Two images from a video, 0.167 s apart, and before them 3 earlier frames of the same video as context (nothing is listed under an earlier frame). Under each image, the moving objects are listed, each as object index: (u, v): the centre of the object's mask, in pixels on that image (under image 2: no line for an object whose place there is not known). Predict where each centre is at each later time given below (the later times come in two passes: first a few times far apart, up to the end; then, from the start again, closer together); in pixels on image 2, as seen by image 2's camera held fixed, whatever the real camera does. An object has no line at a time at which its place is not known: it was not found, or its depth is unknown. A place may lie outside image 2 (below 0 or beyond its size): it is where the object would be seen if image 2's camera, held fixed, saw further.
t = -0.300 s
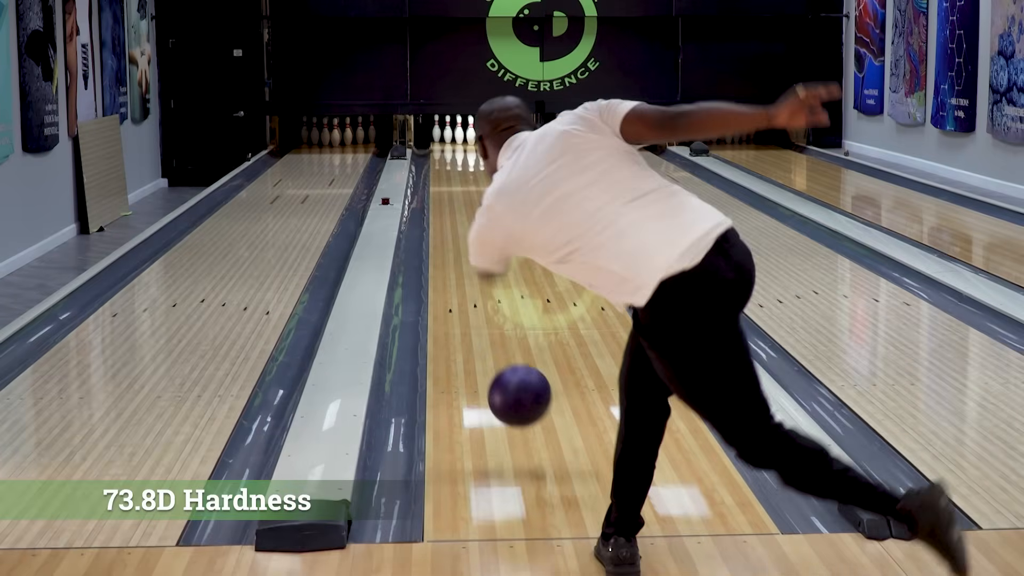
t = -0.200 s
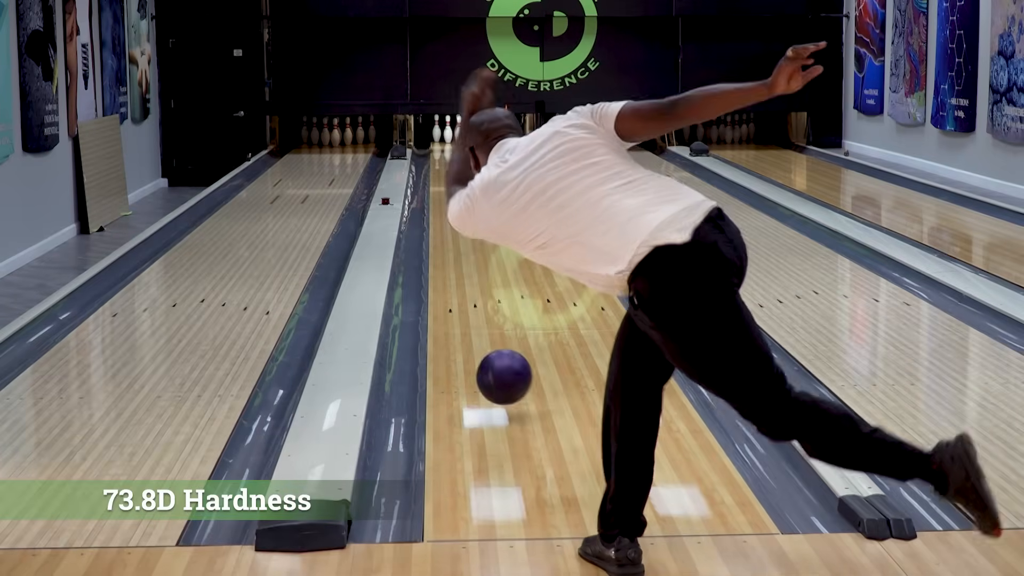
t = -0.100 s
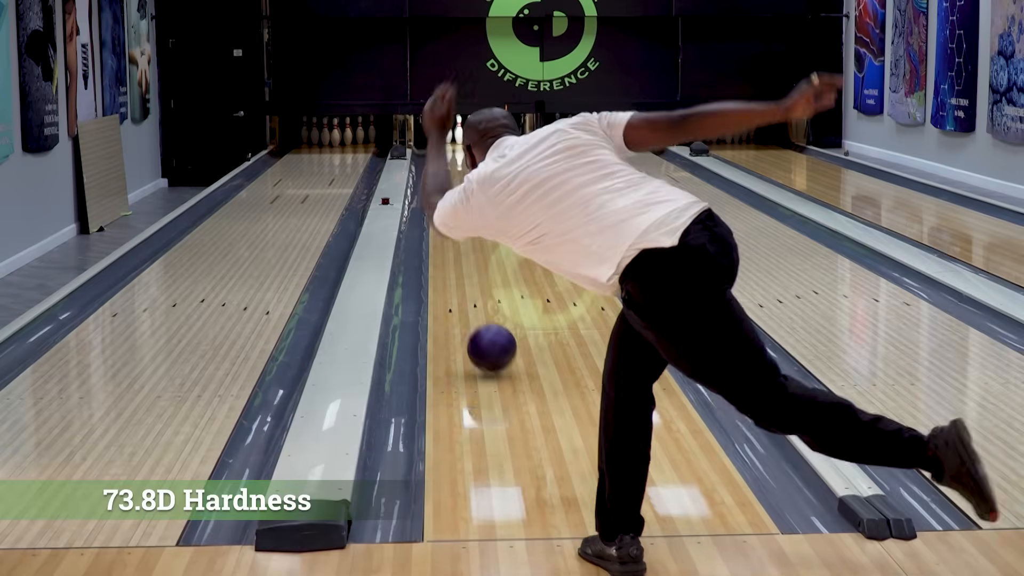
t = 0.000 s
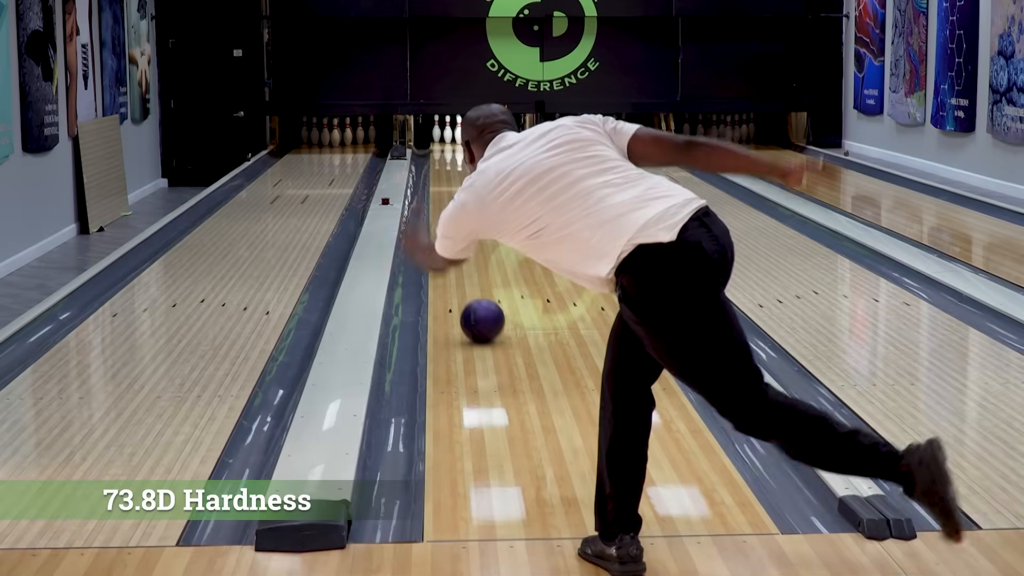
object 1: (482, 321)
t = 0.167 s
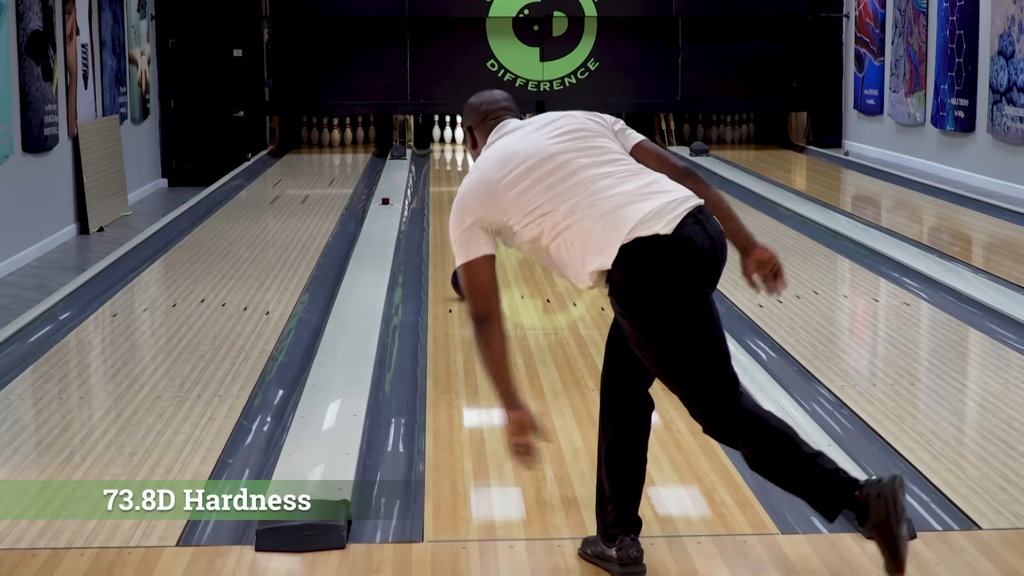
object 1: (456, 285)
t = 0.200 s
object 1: (458, 278)
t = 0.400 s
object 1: (459, 240)
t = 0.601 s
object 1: (452, 215)
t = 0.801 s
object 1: (448, 195)
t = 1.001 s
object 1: (446, 180)
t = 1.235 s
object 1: (446, 166)
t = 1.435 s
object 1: (448, 155)
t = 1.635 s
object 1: (452, 147)
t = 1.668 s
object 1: (453, 146)
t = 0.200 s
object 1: (458, 278)
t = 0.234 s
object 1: (461, 270)
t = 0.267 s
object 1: (463, 262)
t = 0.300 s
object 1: (463, 256)
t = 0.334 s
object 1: (462, 250)
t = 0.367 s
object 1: (460, 245)
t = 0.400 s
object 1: (459, 240)
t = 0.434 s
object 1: (458, 235)
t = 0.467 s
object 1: (456, 231)
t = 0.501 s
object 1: (455, 226)
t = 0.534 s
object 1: (454, 222)
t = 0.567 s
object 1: (453, 219)
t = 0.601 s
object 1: (452, 215)
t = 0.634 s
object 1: (451, 211)
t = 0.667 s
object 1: (451, 208)
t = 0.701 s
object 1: (450, 205)
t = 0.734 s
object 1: (449, 201)
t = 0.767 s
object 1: (449, 199)
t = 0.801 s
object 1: (448, 195)
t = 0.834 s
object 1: (448, 193)
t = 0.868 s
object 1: (447, 190)
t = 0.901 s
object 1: (447, 187)
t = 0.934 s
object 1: (447, 185)
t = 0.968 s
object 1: (446, 182)
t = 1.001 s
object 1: (446, 180)
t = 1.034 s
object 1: (446, 177)
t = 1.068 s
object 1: (446, 175)
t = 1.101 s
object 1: (445, 173)
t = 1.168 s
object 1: (445, 170)
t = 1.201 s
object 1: (446, 167)
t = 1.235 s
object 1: (446, 166)
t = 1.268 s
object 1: (446, 164)
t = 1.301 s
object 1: (446, 162)
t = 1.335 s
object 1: (446, 160)
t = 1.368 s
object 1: (447, 158)
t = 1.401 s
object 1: (447, 157)
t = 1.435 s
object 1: (448, 155)
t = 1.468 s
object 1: (448, 154)
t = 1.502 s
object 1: (449, 153)
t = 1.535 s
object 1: (450, 151)
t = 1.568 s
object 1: (450, 150)
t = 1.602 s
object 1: (451, 148)
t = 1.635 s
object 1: (452, 147)
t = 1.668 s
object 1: (453, 146)
